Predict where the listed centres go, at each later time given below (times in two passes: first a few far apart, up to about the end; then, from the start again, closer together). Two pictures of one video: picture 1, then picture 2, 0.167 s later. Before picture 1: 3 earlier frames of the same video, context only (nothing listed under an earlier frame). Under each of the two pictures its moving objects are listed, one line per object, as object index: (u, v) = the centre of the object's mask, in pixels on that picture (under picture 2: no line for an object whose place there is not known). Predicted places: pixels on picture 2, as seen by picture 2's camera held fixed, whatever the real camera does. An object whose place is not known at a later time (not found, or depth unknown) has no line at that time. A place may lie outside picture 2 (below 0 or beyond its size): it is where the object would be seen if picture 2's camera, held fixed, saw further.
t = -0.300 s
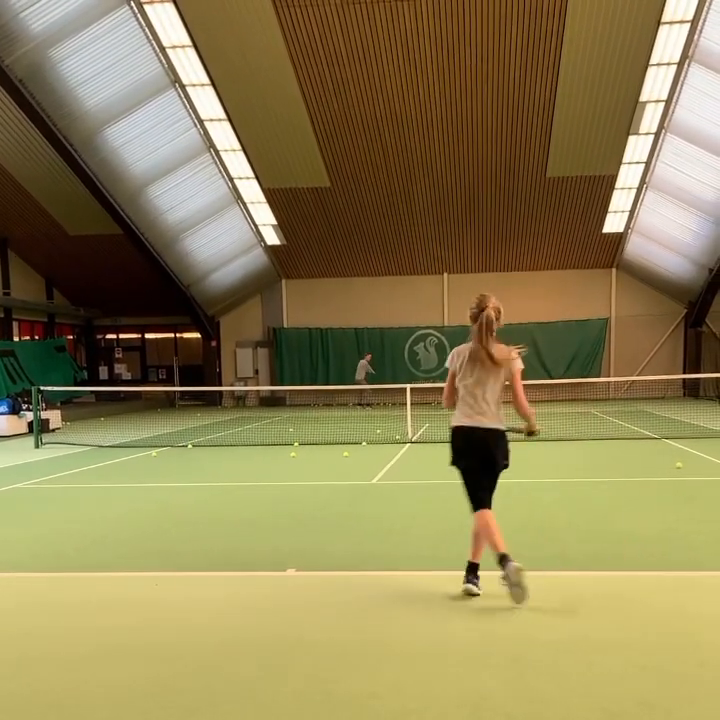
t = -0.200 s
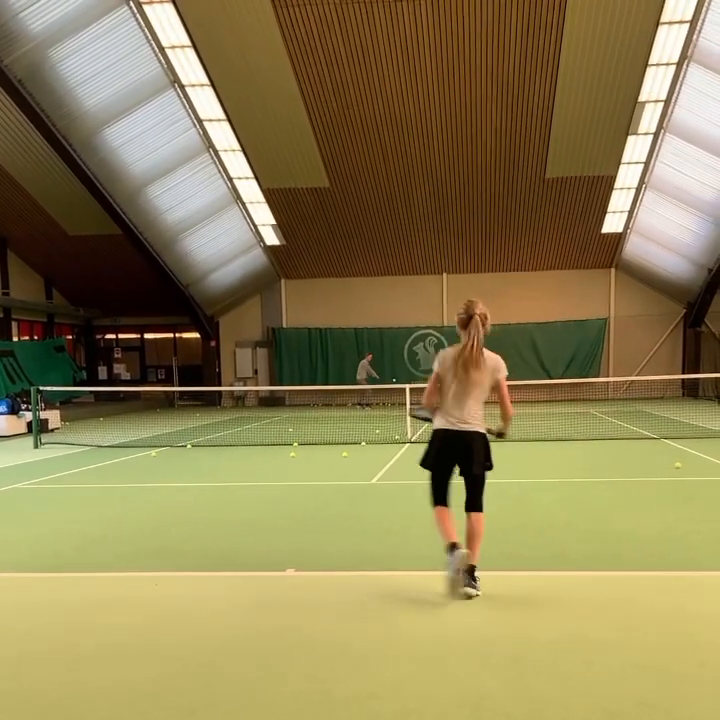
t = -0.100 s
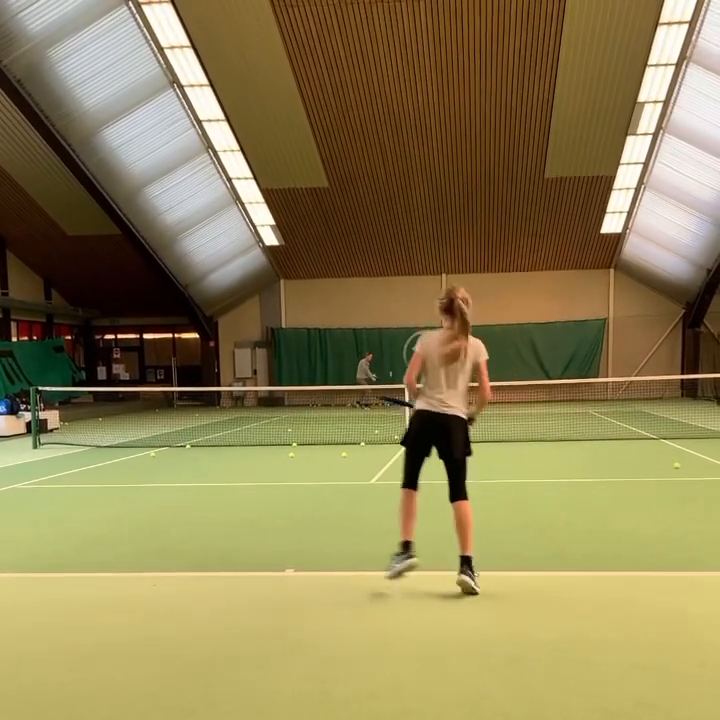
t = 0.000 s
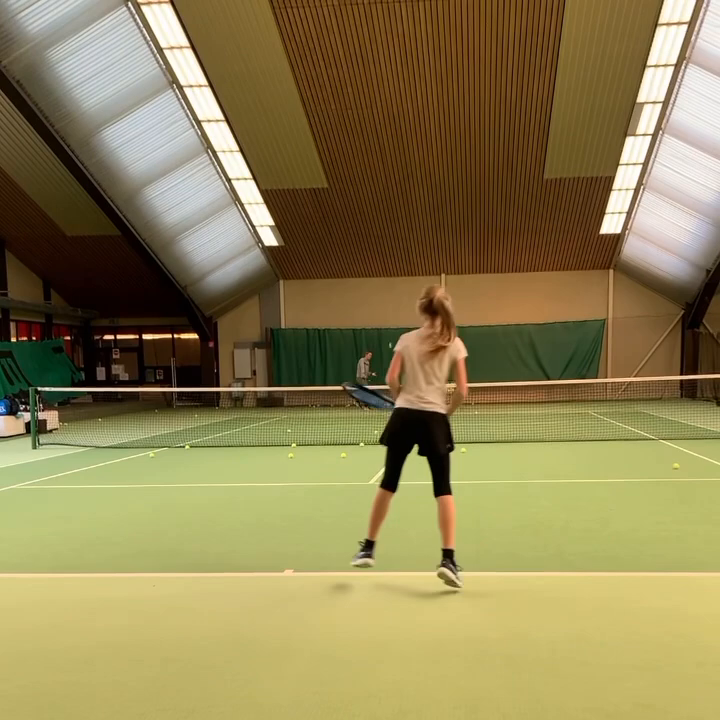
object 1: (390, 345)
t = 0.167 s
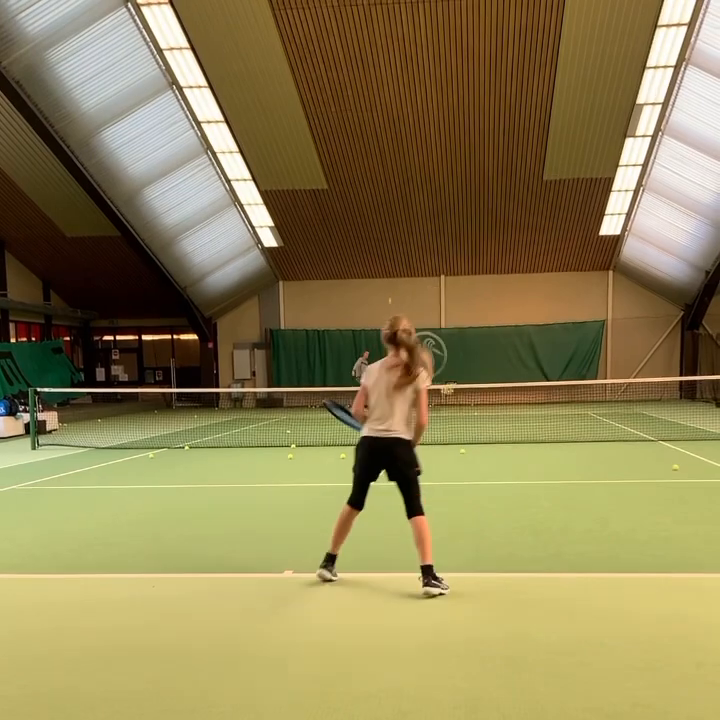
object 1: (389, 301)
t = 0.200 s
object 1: (389, 292)
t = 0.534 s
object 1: (392, 219)
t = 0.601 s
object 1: (393, 208)
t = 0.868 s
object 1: (398, 179)
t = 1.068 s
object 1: (402, 178)
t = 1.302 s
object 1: (410, 207)
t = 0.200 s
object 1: (389, 292)
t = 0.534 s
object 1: (392, 219)
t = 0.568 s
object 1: (393, 213)
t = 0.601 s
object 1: (393, 208)
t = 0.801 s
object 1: (396, 183)
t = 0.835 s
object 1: (397, 180)
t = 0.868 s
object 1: (398, 179)
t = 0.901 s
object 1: (398, 177)
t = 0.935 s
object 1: (399, 177)
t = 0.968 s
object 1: (400, 176)
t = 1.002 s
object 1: (401, 176)
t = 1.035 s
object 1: (401, 177)
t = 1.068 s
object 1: (402, 178)
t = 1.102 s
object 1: (403, 180)
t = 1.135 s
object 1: (404, 182)
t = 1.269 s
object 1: (409, 201)
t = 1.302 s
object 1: (410, 207)
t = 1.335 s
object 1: (411, 214)
